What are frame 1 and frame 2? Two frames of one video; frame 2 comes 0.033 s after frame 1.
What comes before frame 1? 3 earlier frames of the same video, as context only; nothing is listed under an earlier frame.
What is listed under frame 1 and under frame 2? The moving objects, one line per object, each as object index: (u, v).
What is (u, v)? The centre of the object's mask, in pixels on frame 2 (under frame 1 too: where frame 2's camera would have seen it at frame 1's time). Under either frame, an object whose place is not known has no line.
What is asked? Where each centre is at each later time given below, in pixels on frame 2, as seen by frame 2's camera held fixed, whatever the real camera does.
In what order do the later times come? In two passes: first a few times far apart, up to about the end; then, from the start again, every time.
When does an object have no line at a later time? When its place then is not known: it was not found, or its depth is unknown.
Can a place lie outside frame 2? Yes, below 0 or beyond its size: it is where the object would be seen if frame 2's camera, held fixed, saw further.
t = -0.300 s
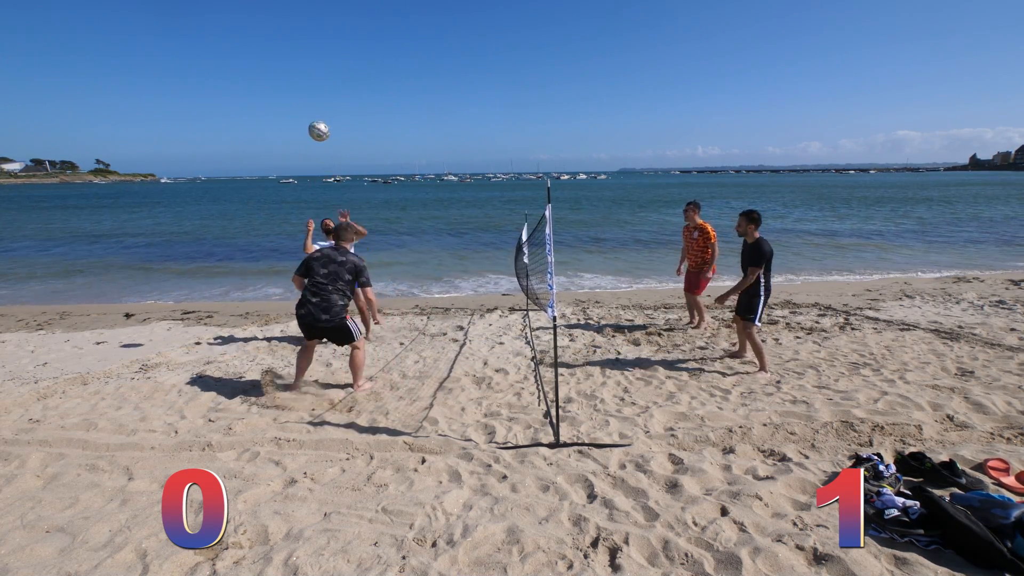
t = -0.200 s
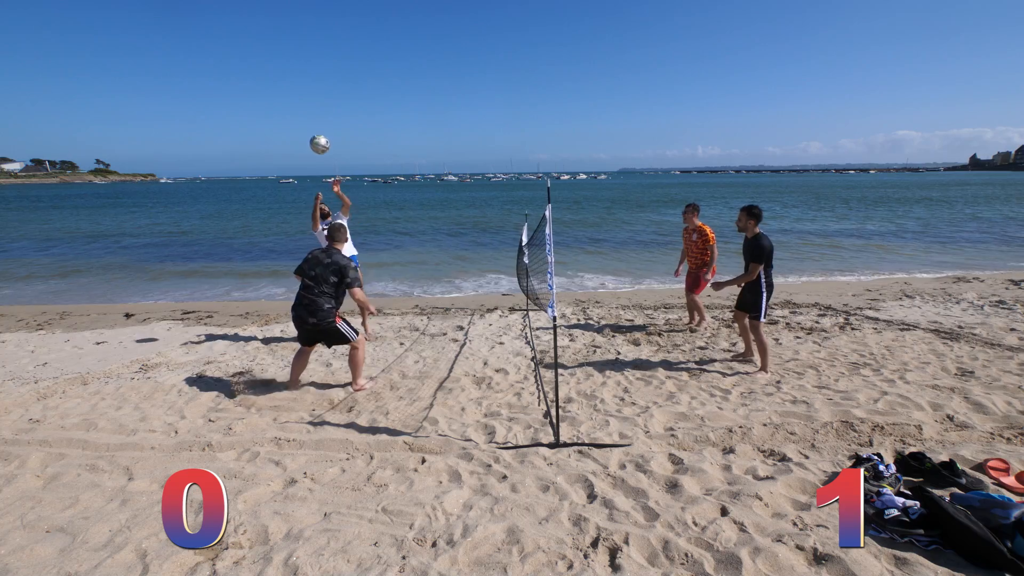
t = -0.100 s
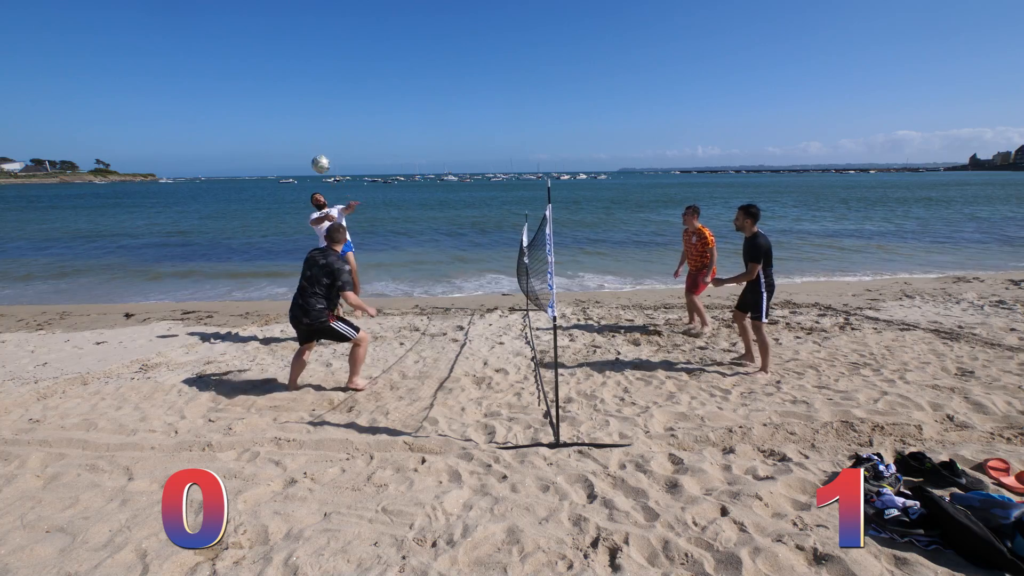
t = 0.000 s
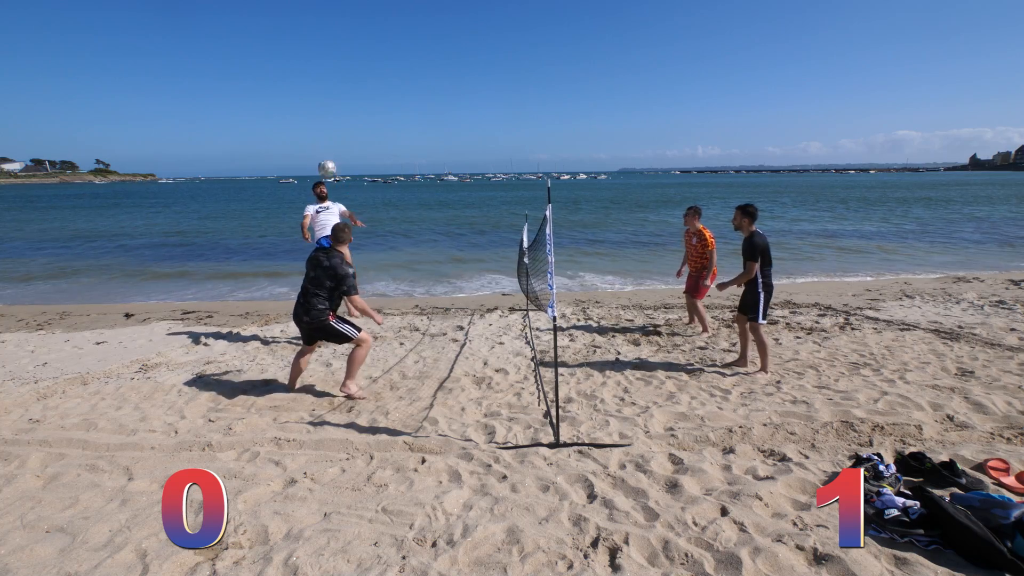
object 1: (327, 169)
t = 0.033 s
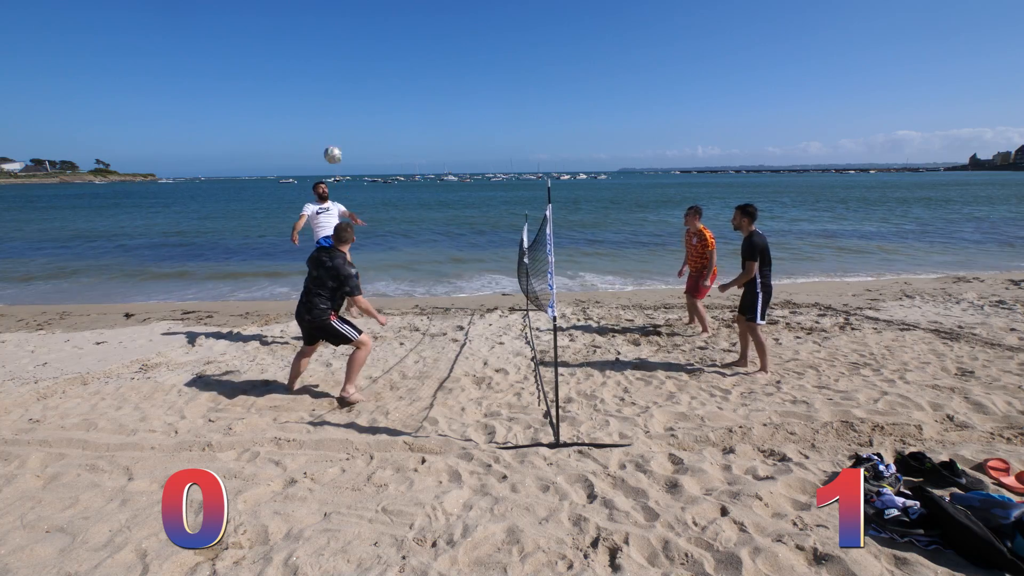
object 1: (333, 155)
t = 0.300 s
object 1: (385, 72)
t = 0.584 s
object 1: (451, 47)
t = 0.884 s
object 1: (523, 101)
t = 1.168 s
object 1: (586, 217)
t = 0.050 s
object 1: (336, 148)
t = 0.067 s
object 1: (339, 142)
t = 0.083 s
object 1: (342, 136)
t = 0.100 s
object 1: (345, 130)
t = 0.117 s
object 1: (348, 124)
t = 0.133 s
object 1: (351, 118)
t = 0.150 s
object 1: (355, 113)
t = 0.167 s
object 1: (358, 107)
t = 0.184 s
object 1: (361, 102)
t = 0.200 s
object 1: (365, 97)
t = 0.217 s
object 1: (368, 93)
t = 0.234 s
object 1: (371, 88)
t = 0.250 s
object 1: (375, 84)
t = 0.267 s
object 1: (378, 80)
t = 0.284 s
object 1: (382, 76)
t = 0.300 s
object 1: (385, 72)
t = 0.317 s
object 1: (389, 69)
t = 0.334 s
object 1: (393, 65)
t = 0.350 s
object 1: (397, 62)
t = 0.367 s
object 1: (400, 60)
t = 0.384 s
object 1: (404, 58)
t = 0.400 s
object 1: (408, 55)
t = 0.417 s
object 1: (412, 53)
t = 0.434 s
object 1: (416, 51)
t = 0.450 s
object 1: (420, 50)
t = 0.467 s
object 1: (423, 49)
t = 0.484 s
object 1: (428, 48)
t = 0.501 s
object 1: (431, 47)
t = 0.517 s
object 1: (436, 47)
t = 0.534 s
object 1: (439, 46)
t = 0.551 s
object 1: (443, 47)
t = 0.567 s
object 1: (447, 47)
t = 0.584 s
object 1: (451, 47)
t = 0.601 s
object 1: (455, 48)
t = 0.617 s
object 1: (459, 49)
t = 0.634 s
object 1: (463, 51)
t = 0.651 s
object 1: (467, 52)
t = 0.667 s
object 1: (471, 54)
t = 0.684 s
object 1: (475, 56)
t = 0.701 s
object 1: (479, 59)
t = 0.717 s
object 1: (483, 61)
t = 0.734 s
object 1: (487, 64)
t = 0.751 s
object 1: (491, 67)
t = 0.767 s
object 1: (495, 70)
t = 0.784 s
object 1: (499, 74)
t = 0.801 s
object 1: (503, 78)
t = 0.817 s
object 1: (507, 82)
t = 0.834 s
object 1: (511, 86)
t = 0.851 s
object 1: (515, 91)
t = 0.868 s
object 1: (519, 95)
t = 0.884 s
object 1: (523, 101)
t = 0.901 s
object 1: (526, 106)
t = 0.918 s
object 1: (530, 111)
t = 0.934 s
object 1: (534, 117)
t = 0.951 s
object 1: (538, 123)
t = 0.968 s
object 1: (542, 129)
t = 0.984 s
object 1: (546, 135)
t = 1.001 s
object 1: (550, 142)
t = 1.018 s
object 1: (553, 148)
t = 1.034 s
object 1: (557, 155)
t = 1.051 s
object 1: (561, 163)
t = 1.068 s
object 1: (564, 170)
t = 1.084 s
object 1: (568, 178)
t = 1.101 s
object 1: (572, 185)
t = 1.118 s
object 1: (576, 193)
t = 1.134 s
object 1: (579, 201)
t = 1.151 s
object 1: (583, 209)
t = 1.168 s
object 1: (586, 217)
